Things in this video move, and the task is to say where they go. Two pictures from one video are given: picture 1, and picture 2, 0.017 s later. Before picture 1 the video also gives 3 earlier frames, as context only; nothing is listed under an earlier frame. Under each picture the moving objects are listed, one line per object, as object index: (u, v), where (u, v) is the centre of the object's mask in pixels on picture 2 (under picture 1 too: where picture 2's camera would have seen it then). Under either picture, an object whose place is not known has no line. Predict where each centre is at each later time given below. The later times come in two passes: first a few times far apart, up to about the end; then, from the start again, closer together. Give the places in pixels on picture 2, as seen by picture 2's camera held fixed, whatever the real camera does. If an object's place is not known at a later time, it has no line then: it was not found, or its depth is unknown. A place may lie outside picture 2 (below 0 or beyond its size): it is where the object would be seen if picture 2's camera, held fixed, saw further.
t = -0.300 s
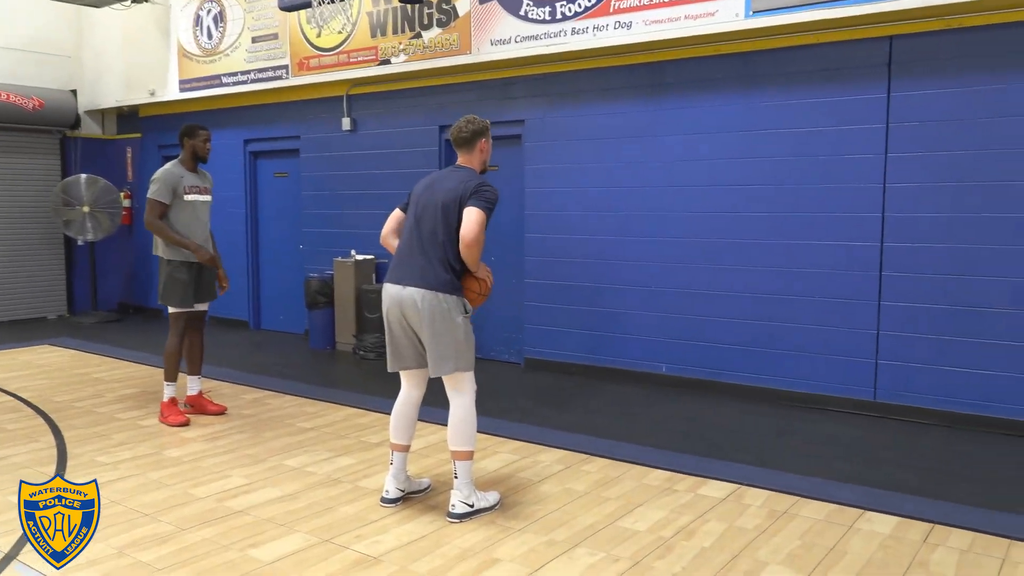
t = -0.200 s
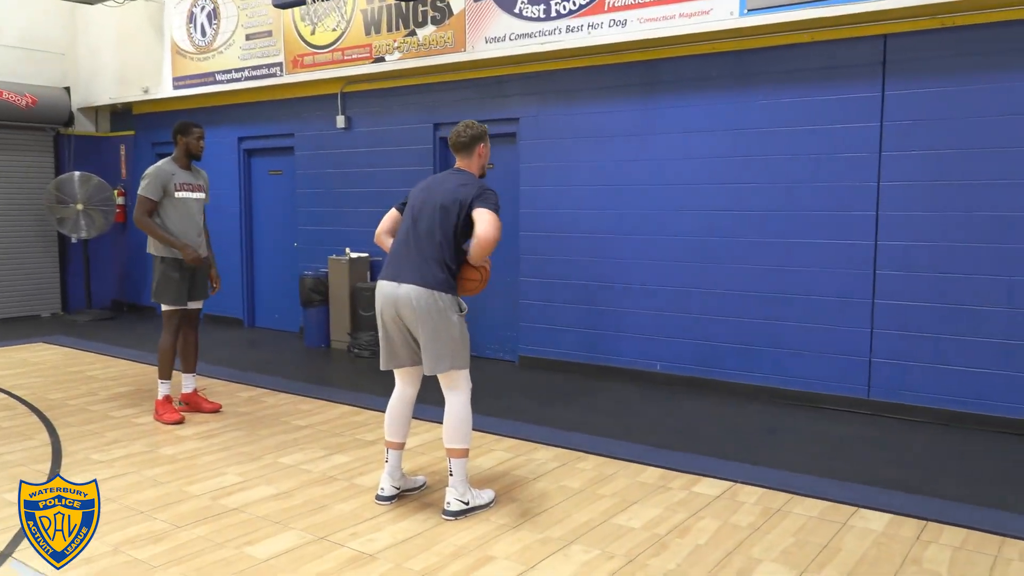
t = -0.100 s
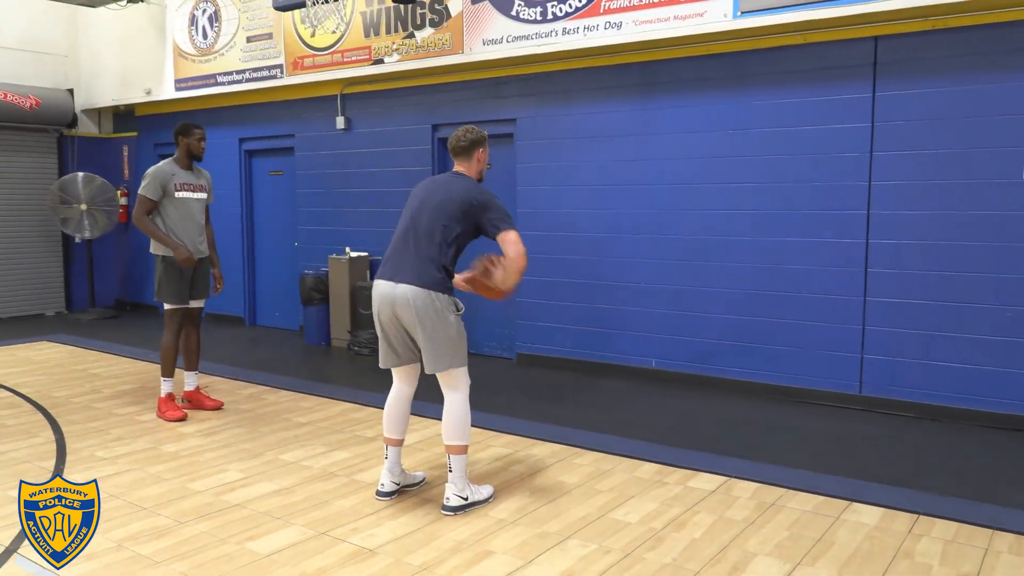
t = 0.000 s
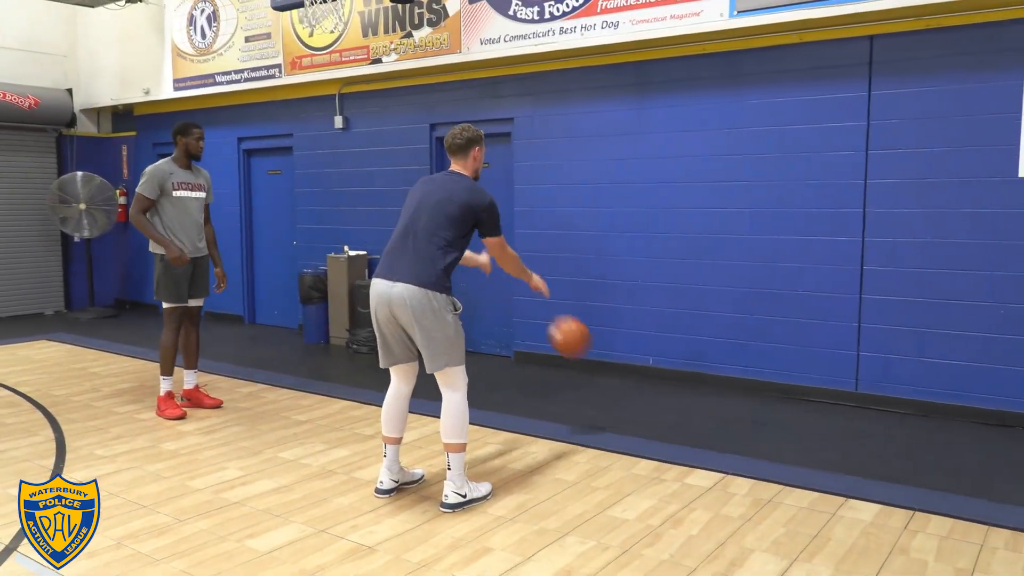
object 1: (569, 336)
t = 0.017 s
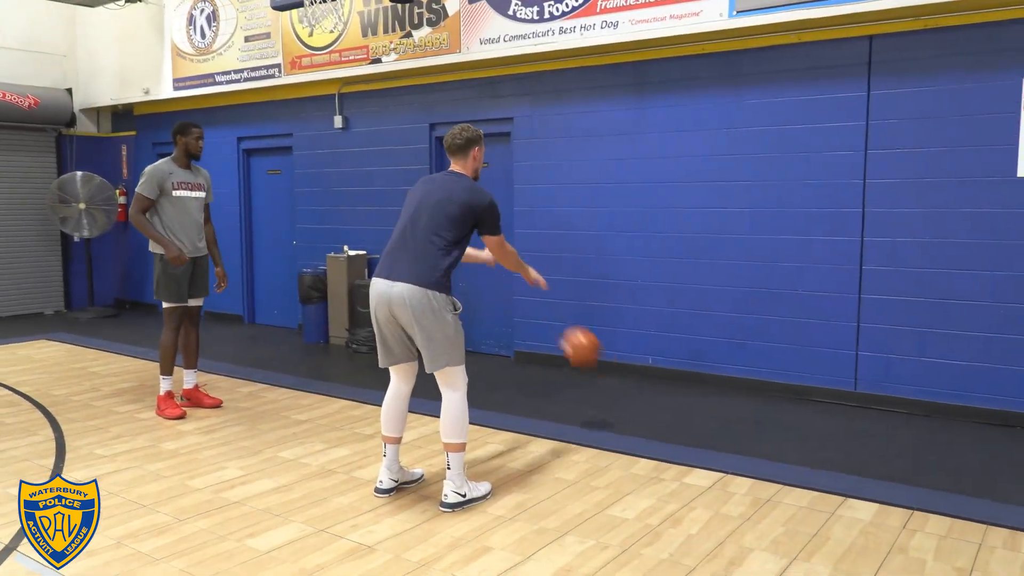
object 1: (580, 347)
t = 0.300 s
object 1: (680, 276)
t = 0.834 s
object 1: (588, 199)
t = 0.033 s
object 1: (591, 358)
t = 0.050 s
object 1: (602, 368)
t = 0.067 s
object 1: (611, 378)
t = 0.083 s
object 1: (622, 389)
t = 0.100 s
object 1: (630, 394)
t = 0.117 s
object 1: (634, 382)
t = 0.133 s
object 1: (639, 369)
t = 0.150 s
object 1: (644, 358)
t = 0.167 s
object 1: (648, 346)
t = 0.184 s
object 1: (652, 336)
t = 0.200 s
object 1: (657, 326)
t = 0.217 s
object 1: (661, 316)
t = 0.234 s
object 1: (665, 308)
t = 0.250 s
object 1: (669, 299)
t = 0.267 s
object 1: (673, 291)
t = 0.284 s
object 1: (676, 283)
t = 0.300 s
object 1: (680, 276)
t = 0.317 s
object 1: (684, 269)
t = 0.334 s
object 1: (688, 263)
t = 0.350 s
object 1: (689, 256)
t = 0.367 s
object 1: (686, 250)
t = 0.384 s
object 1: (683, 244)
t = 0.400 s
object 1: (680, 238)
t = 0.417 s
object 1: (677, 232)
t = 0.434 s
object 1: (674, 227)
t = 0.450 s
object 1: (671, 222)
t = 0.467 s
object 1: (668, 218)
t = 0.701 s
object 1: (621, 185)
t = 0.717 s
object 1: (616, 185)
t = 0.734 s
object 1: (613, 186)
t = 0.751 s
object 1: (609, 187)
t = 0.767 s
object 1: (605, 189)
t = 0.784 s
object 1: (601, 190)
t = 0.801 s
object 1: (597, 193)
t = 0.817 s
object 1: (593, 196)
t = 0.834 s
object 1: (588, 199)
